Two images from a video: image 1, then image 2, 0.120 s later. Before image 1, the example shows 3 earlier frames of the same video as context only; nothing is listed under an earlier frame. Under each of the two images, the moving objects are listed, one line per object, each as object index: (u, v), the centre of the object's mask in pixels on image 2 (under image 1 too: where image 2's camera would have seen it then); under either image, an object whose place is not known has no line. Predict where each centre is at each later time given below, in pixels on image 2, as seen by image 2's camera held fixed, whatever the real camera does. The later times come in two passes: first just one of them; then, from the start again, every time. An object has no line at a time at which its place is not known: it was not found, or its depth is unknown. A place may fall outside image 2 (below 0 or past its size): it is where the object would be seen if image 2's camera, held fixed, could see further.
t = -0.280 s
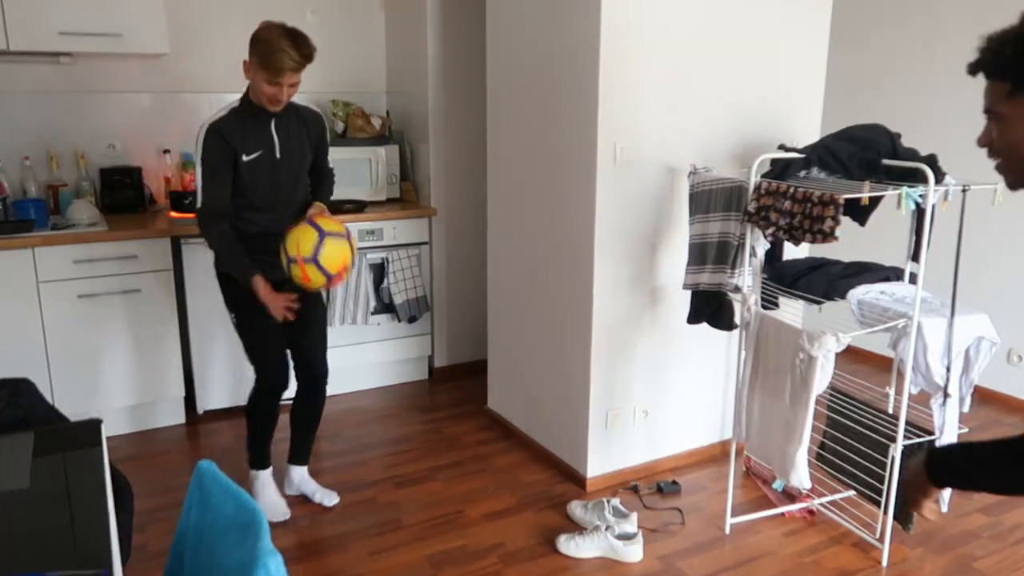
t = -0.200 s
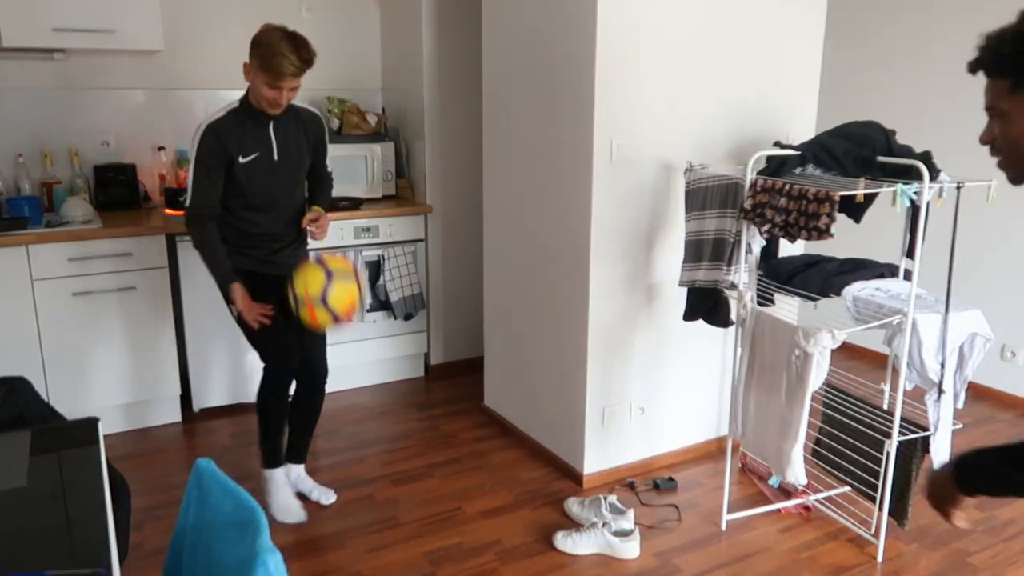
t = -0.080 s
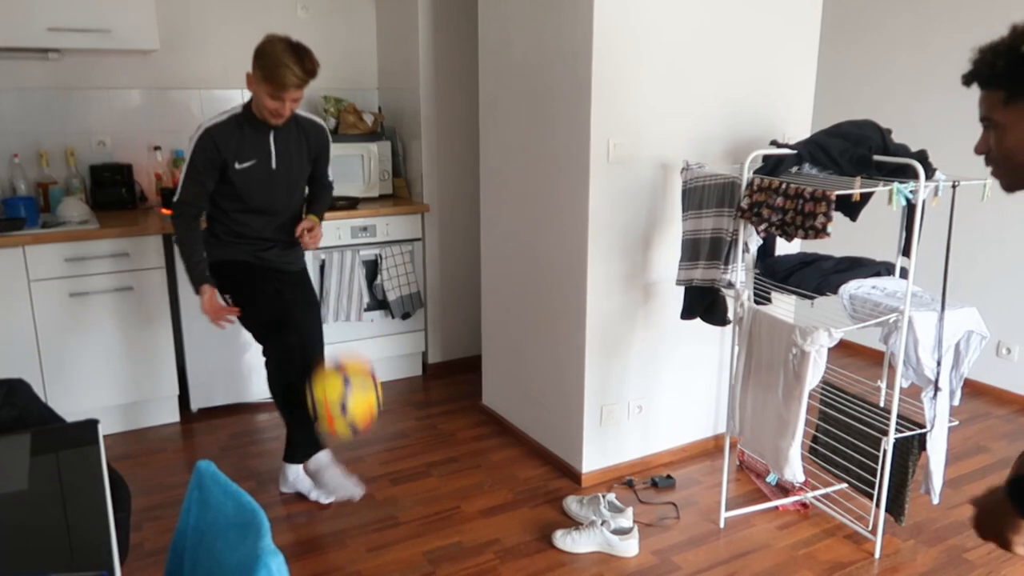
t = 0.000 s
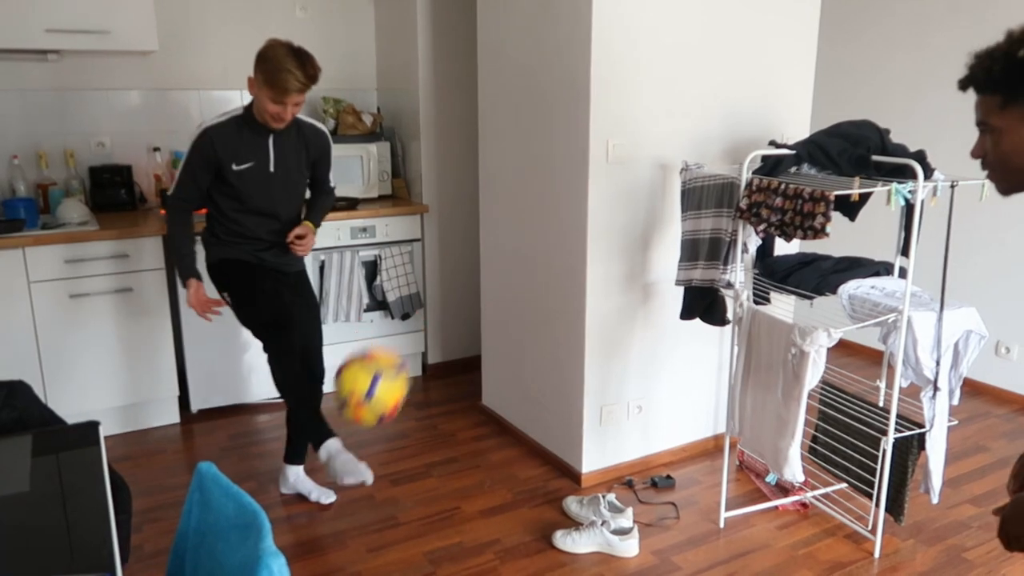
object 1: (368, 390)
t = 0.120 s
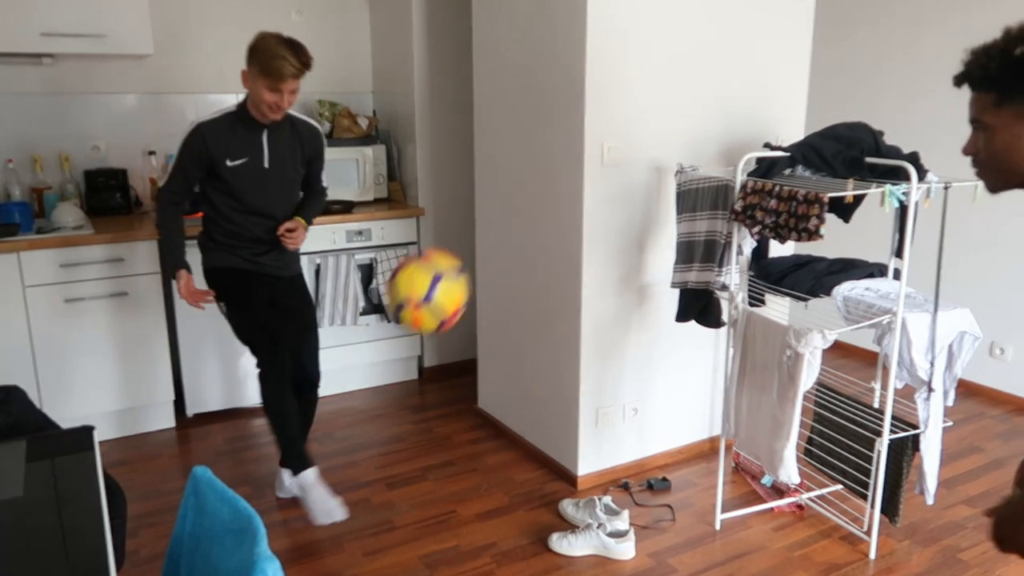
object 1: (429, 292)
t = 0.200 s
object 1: (476, 246)
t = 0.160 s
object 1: (451, 267)
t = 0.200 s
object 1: (476, 246)
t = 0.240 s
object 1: (501, 231)
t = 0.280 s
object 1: (528, 221)
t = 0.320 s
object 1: (554, 217)
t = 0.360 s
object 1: (584, 220)
